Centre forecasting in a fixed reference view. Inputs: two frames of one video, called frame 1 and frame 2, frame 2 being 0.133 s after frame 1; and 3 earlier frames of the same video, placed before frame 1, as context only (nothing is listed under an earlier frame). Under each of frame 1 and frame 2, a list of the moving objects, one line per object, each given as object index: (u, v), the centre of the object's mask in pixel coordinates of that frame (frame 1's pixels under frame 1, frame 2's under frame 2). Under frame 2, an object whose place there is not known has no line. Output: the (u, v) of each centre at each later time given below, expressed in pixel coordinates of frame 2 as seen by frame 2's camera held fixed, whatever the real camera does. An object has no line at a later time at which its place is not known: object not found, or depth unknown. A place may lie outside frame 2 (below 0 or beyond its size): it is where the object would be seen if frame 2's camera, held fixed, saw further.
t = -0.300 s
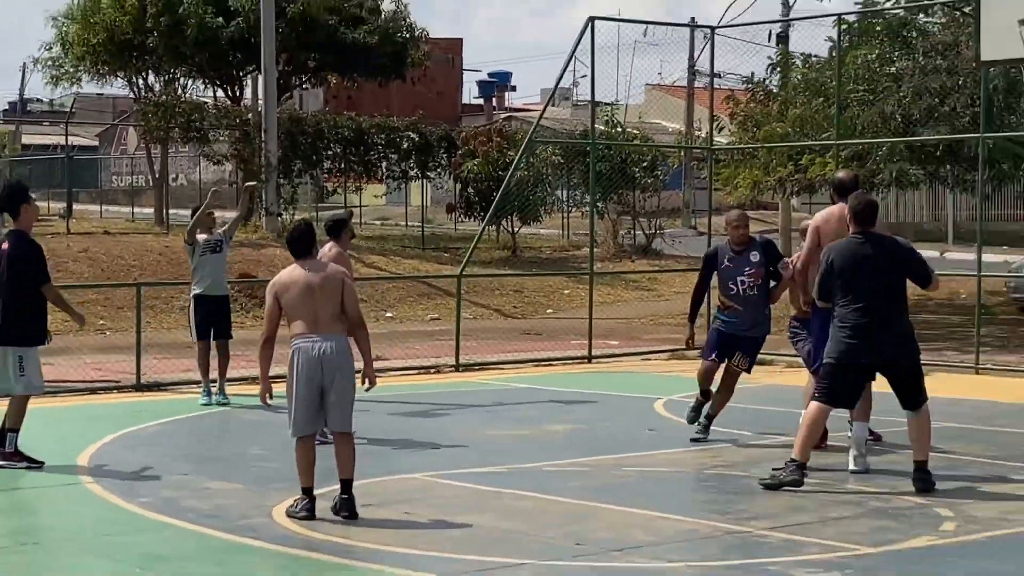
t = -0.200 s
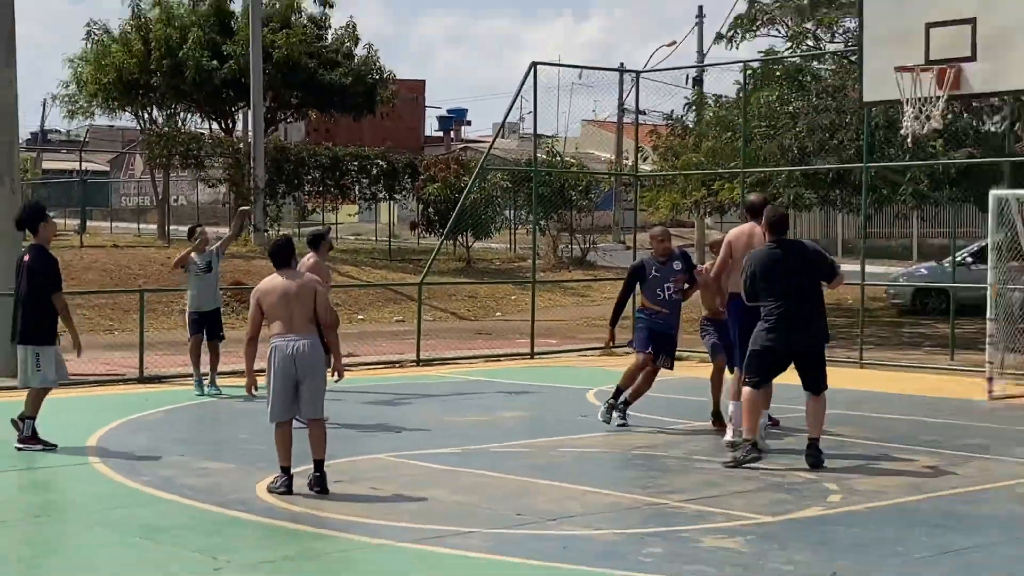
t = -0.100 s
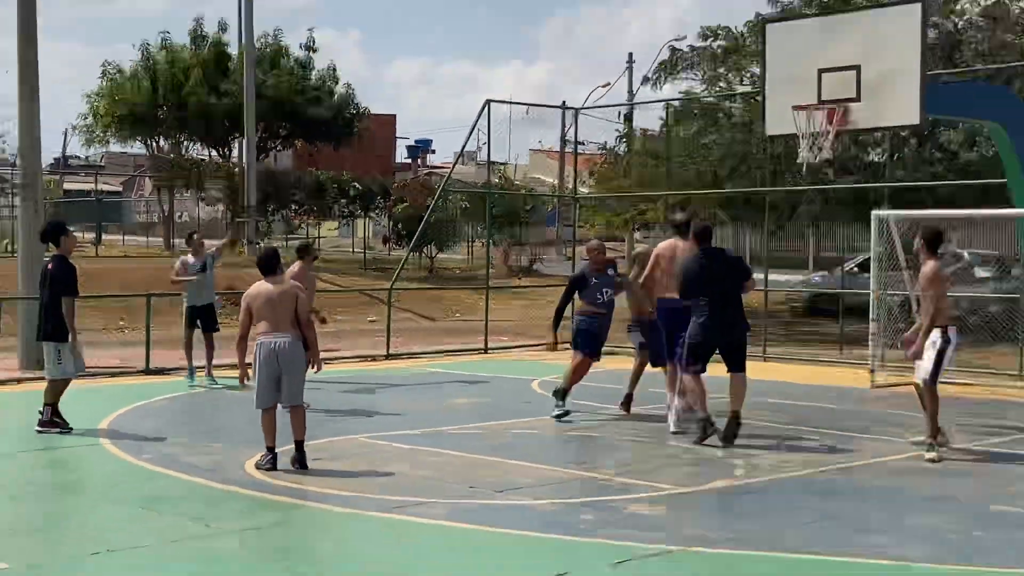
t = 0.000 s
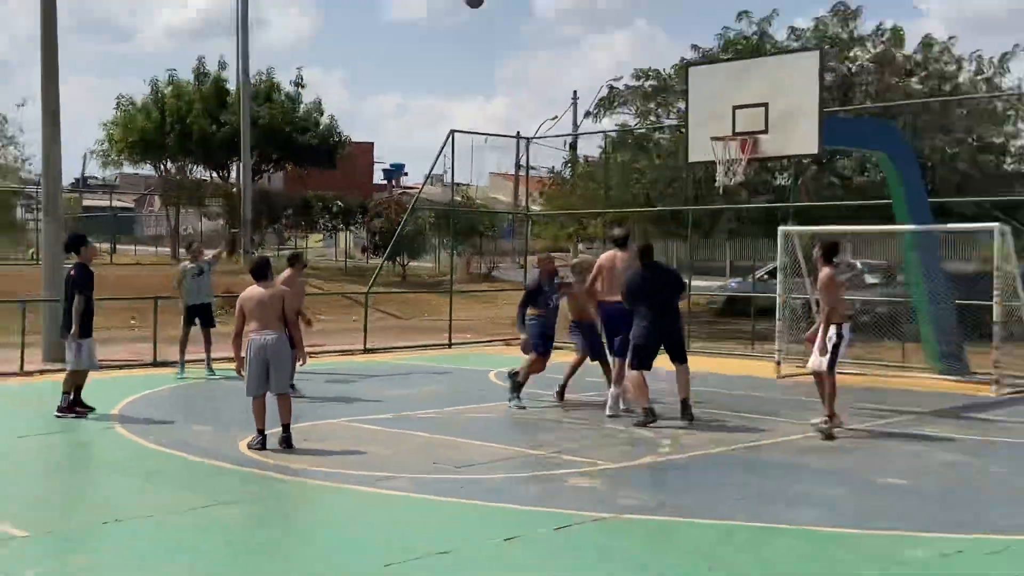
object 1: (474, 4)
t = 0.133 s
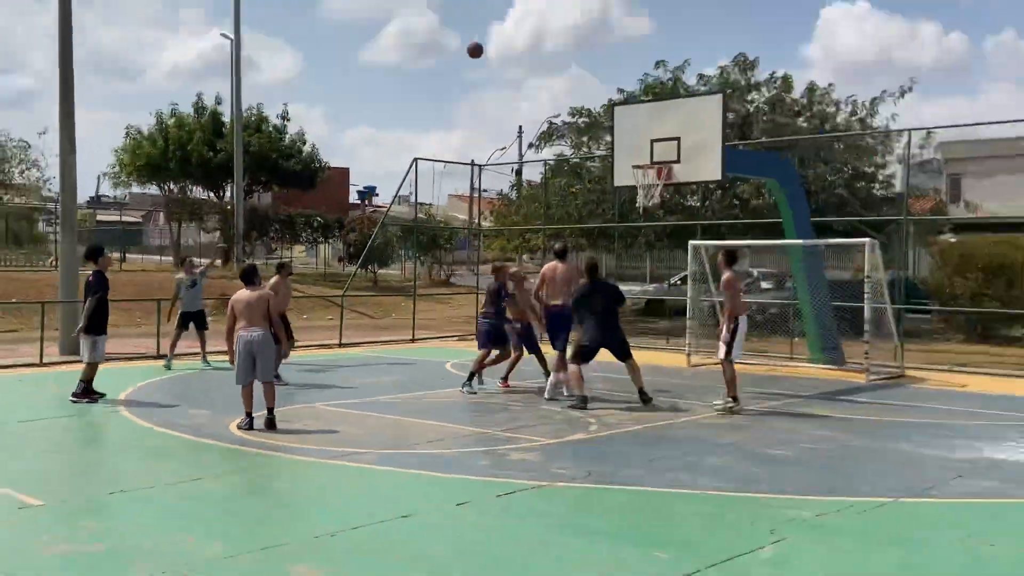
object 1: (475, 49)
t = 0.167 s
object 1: (486, 54)
